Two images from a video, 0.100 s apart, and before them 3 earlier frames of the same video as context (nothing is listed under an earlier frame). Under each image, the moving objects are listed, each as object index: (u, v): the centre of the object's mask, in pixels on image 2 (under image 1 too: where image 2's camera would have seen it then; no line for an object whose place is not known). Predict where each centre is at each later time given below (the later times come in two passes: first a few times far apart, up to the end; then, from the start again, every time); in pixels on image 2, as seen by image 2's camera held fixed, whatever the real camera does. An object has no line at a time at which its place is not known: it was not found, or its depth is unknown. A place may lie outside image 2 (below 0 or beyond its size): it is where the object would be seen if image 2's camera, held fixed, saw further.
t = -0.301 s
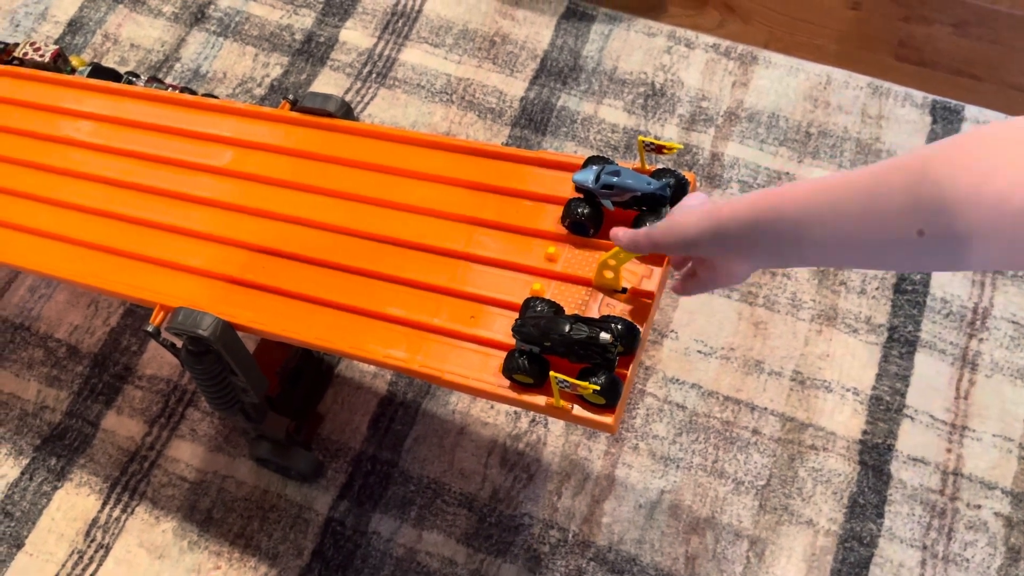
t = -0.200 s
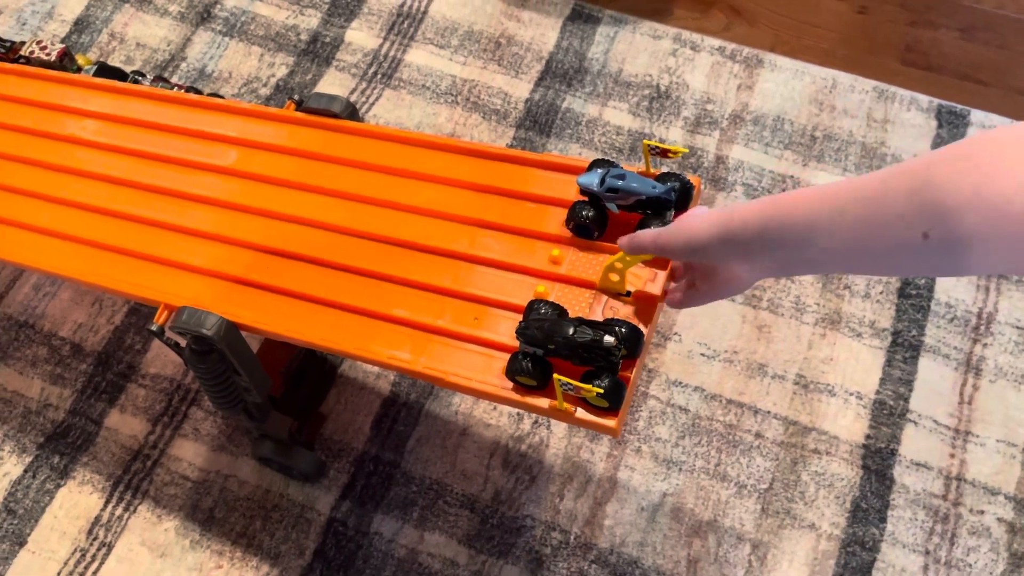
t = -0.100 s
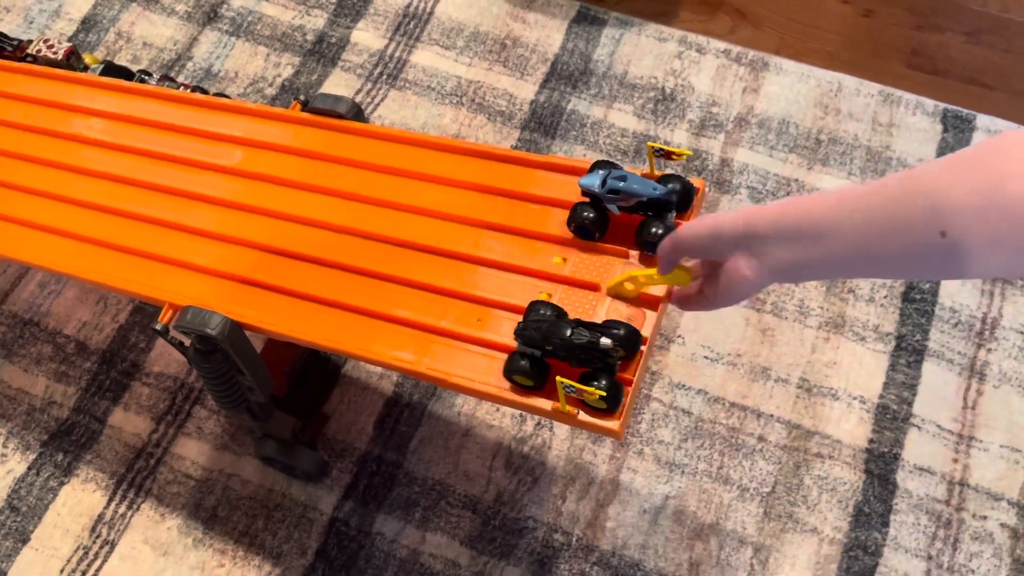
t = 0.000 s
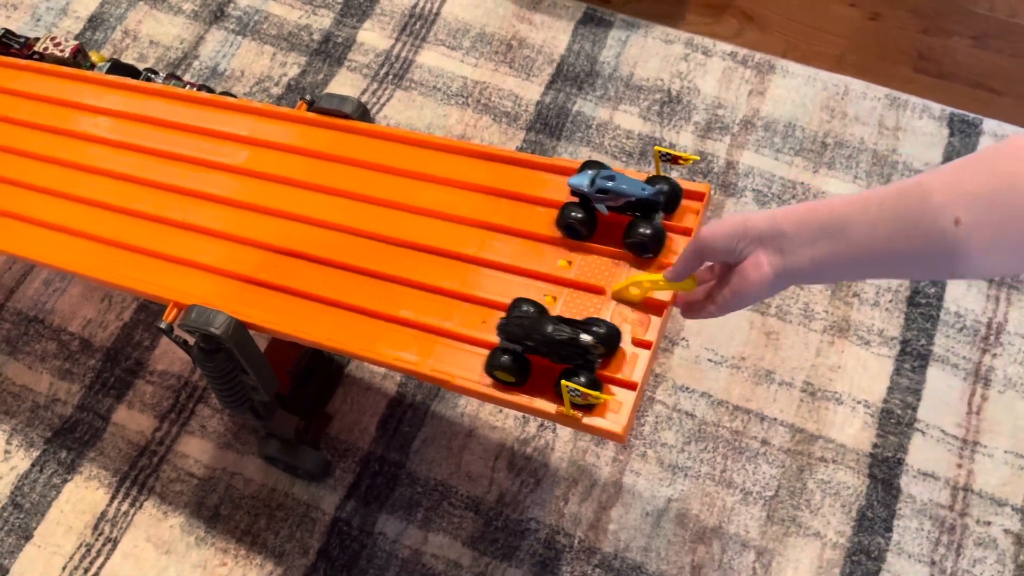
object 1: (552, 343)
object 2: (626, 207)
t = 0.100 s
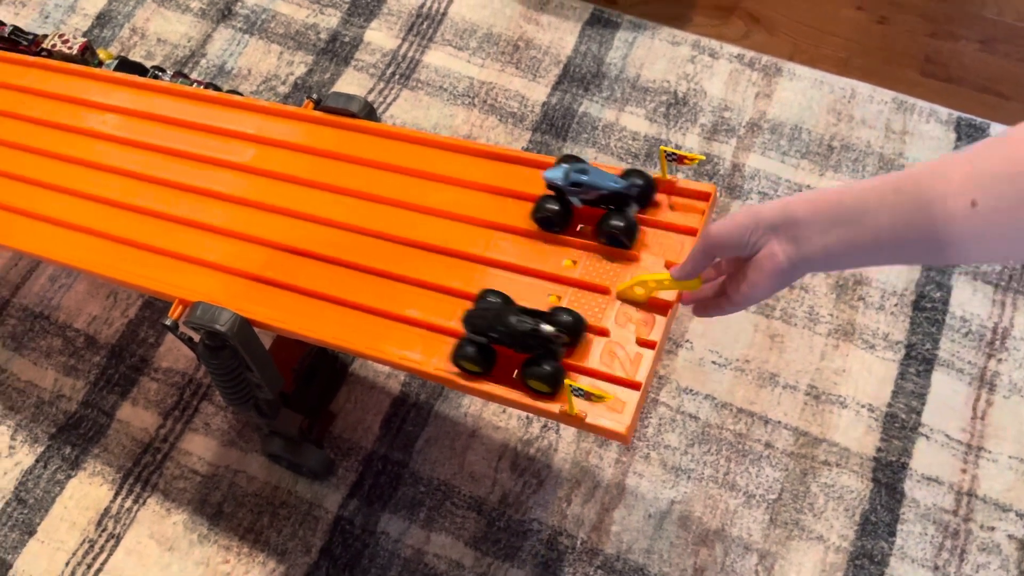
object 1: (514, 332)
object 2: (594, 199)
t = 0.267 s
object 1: (421, 309)
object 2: (515, 182)
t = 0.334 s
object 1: (378, 297)
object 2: (476, 173)
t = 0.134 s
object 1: (497, 327)
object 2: (581, 196)
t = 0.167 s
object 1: (481, 322)
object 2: (566, 193)
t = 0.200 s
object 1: (462, 318)
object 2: (551, 189)
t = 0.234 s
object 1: (442, 313)
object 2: (534, 186)
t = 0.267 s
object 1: (421, 309)
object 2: (515, 182)
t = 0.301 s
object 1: (399, 303)
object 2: (496, 178)
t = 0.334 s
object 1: (378, 297)
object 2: (476, 173)
